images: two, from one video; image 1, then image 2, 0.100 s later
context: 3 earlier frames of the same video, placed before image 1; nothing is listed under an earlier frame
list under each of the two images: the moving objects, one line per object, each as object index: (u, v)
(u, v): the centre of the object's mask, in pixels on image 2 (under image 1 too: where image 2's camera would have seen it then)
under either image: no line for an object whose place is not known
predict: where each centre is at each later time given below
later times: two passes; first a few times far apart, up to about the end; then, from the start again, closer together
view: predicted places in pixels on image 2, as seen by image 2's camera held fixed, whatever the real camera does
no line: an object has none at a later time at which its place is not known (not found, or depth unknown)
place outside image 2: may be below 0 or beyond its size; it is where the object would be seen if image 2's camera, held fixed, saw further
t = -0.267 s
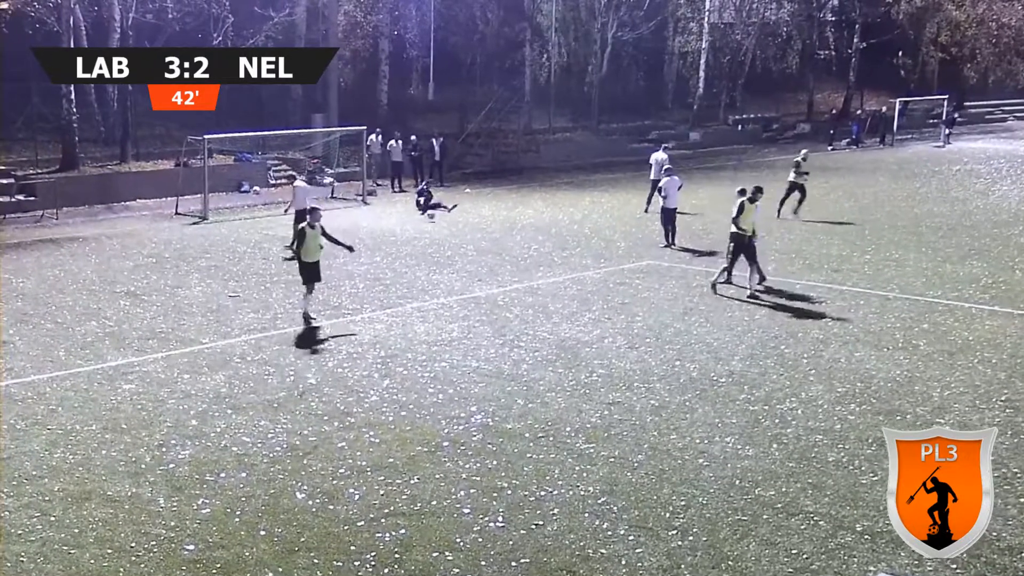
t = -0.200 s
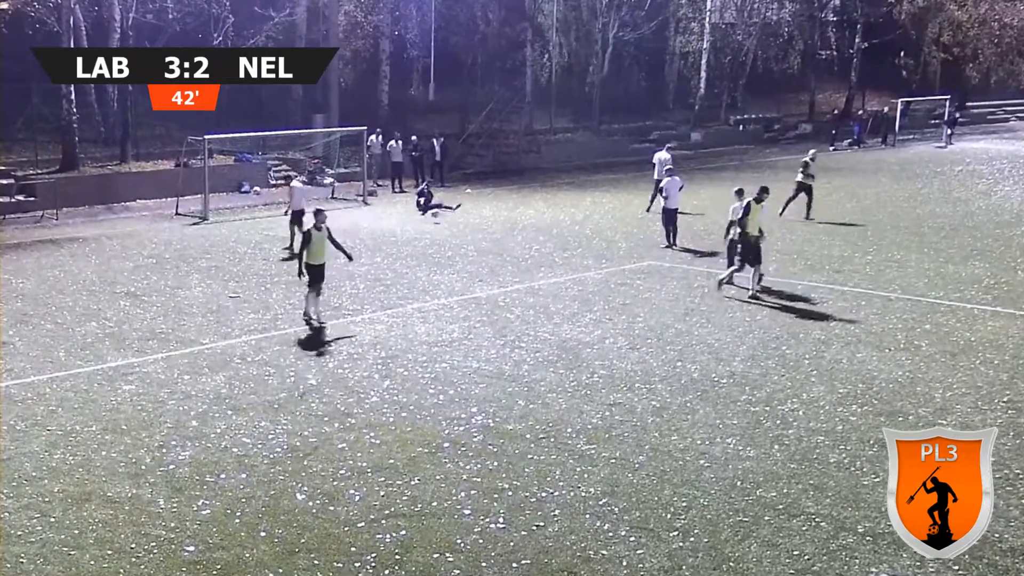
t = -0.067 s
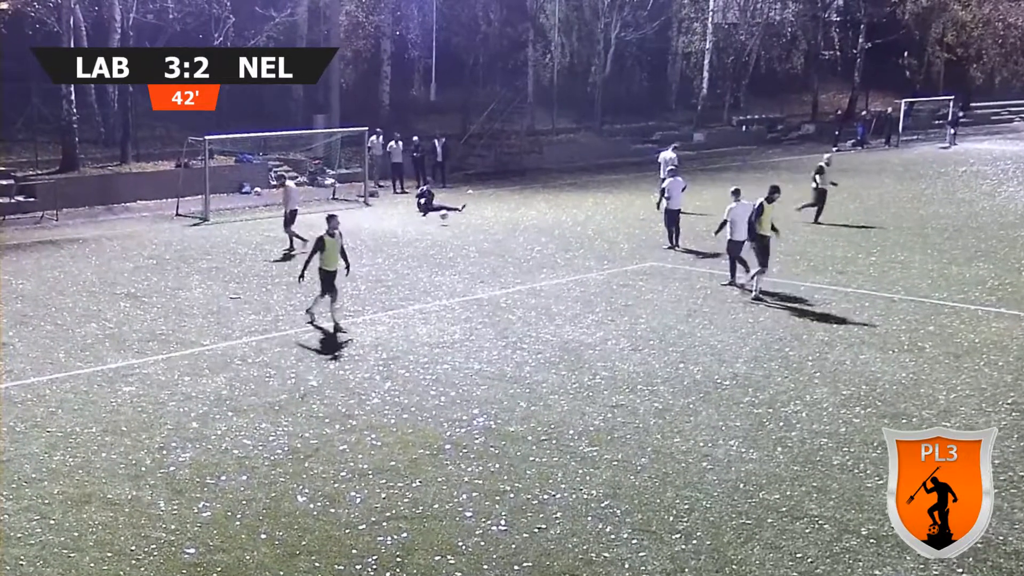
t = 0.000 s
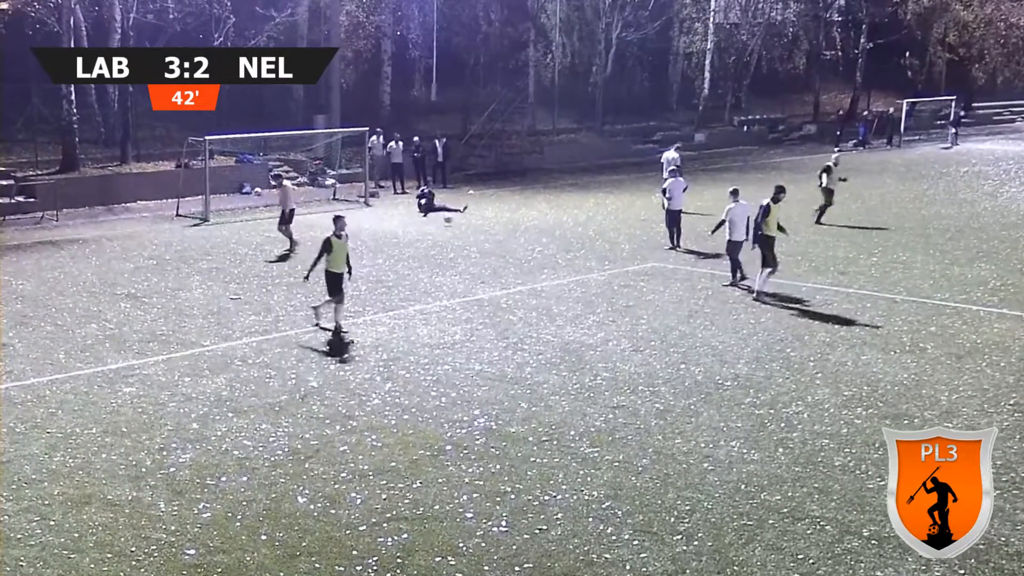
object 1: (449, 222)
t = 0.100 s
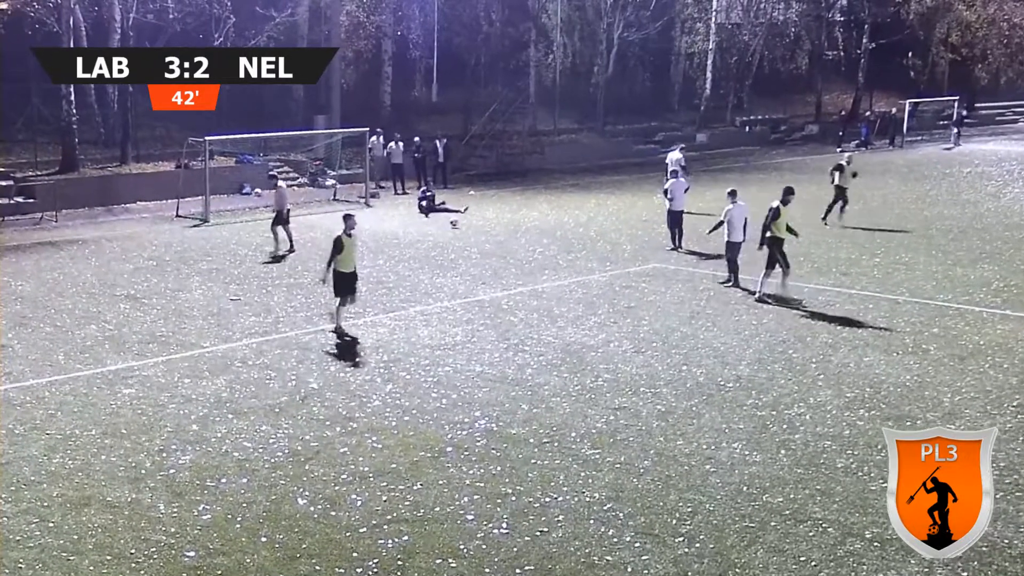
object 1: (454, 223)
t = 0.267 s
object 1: (463, 224)
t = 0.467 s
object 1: (472, 227)
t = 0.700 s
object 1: (484, 231)
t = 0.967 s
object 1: (495, 234)
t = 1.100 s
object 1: (501, 235)
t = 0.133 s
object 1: (456, 223)
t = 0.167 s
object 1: (457, 223)
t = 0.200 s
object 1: (459, 221)
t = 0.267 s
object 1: (463, 224)
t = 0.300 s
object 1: (464, 226)
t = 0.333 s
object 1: (466, 227)
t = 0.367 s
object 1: (467, 227)
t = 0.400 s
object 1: (470, 227)
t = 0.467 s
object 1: (472, 227)
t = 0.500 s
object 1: (474, 228)
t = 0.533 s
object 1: (476, 229)
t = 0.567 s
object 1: (477, 229)
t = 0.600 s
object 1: (479, 229)
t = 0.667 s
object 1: (482, 231)
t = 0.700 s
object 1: (484, 231)
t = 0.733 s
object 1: (485, 232)
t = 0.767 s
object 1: (487, 232)
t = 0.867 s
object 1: (491, 233)
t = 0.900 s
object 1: (492, 233)
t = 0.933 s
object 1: (494, 234)
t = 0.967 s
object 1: (495, 234)
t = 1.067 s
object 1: (500, 235)
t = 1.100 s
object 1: (501, 235)
